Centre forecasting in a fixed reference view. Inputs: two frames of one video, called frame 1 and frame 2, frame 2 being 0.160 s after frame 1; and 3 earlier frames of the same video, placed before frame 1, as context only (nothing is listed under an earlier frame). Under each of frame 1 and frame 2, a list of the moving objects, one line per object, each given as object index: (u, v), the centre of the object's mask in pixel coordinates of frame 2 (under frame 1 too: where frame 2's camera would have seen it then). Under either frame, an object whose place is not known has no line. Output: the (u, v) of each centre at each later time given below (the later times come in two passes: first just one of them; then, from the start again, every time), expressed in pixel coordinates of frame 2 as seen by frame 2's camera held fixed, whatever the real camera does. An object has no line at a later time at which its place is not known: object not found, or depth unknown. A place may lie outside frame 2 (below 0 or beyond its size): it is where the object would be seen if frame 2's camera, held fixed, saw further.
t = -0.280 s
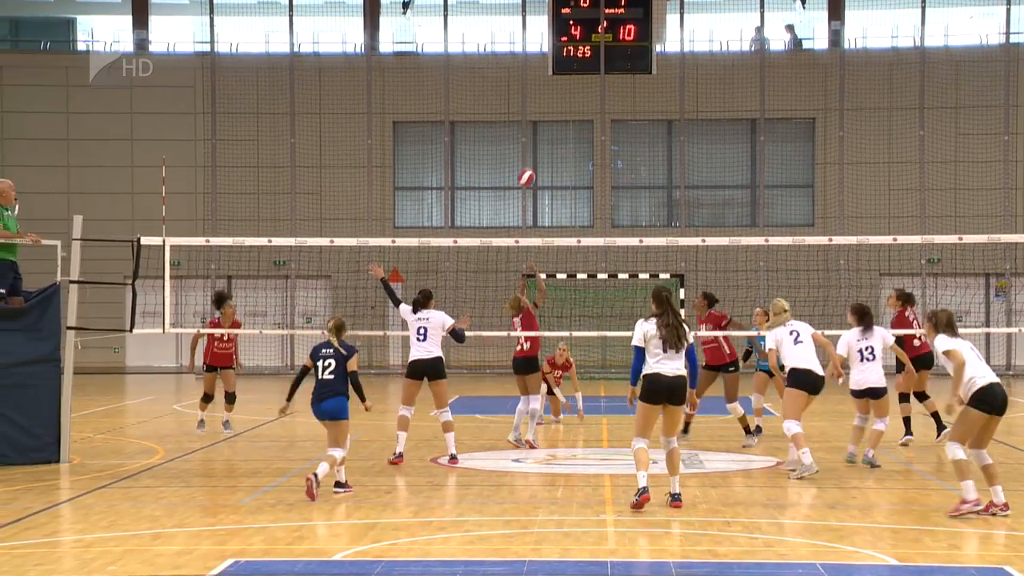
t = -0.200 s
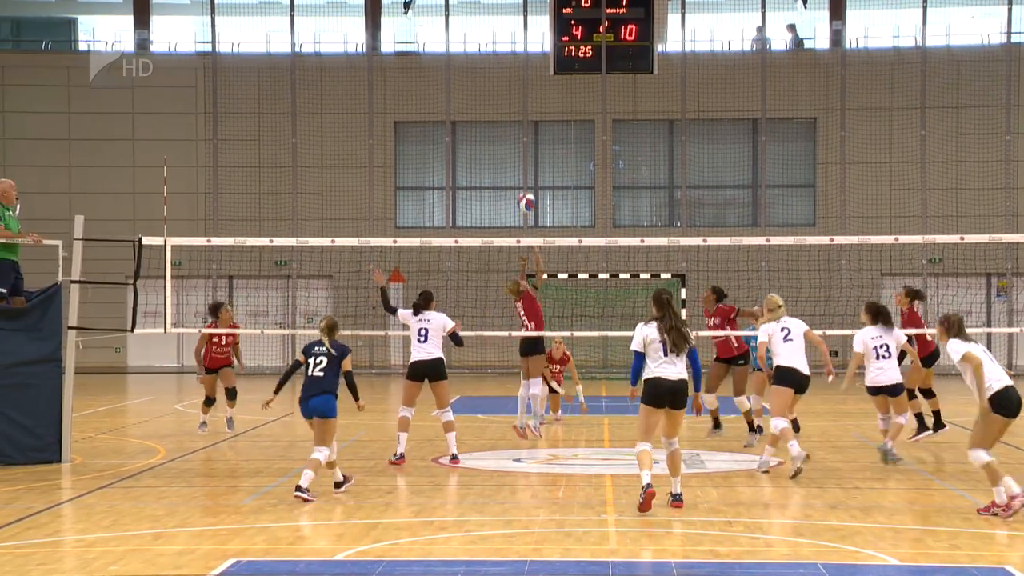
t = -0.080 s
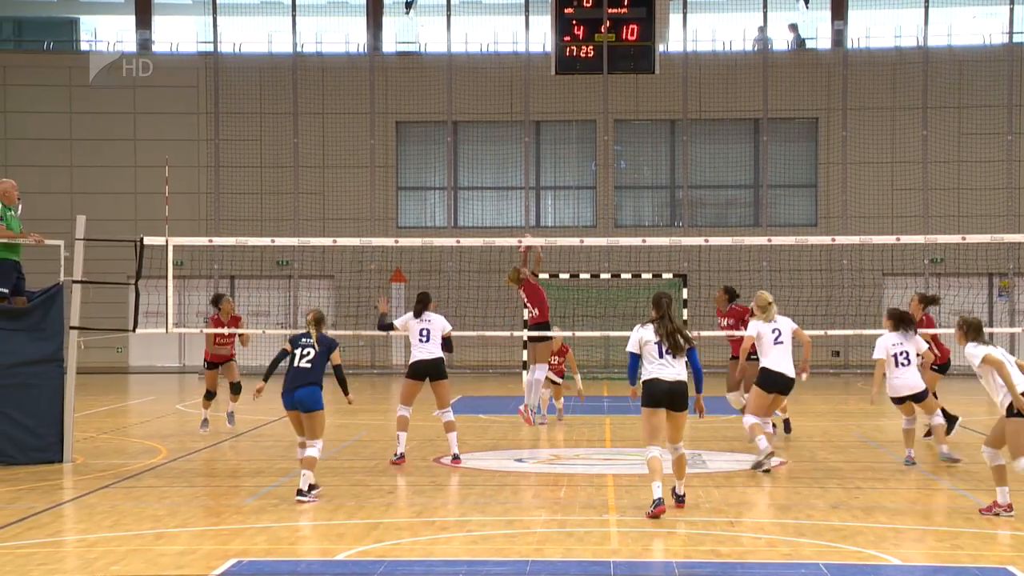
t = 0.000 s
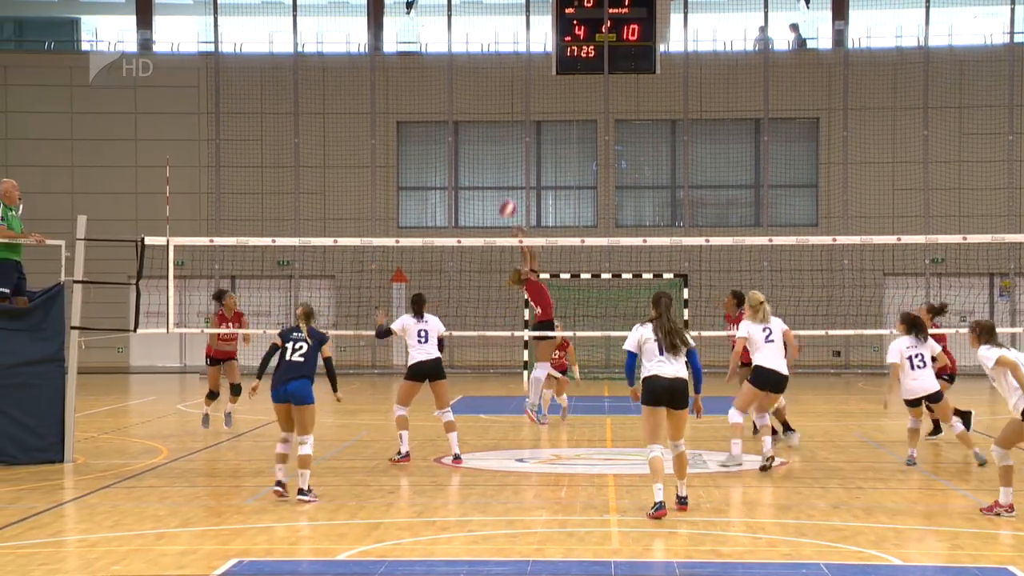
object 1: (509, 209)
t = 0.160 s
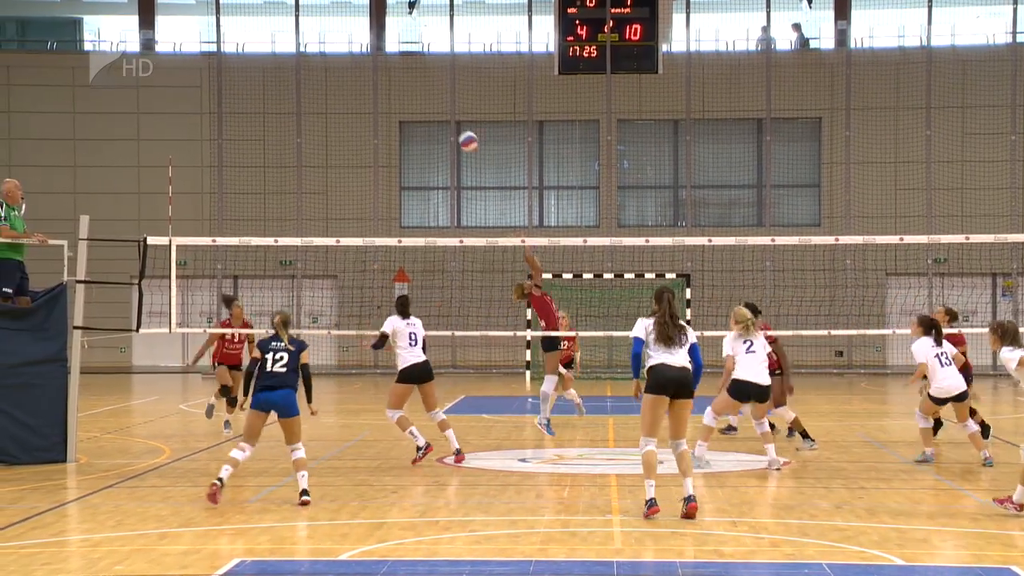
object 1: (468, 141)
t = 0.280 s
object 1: (439, 107)
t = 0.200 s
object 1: (458, 128)
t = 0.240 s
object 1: (448, 117)
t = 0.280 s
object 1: (439, 107)
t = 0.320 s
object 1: (429, 99)
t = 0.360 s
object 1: (420, 91)
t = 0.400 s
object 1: (411, 85)
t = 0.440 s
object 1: (403, 80)
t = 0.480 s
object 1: (395, 77)
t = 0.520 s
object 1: (387, 75)
